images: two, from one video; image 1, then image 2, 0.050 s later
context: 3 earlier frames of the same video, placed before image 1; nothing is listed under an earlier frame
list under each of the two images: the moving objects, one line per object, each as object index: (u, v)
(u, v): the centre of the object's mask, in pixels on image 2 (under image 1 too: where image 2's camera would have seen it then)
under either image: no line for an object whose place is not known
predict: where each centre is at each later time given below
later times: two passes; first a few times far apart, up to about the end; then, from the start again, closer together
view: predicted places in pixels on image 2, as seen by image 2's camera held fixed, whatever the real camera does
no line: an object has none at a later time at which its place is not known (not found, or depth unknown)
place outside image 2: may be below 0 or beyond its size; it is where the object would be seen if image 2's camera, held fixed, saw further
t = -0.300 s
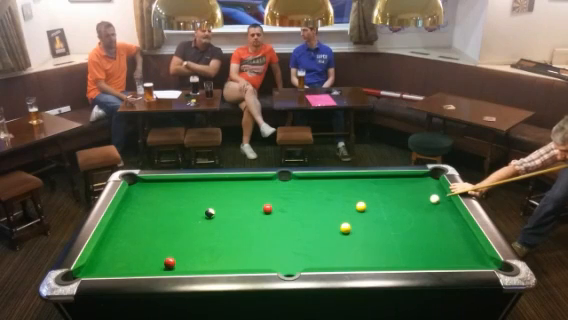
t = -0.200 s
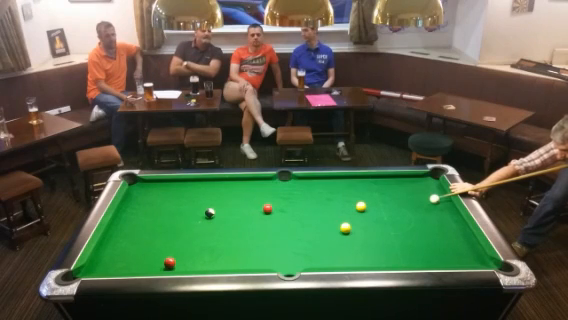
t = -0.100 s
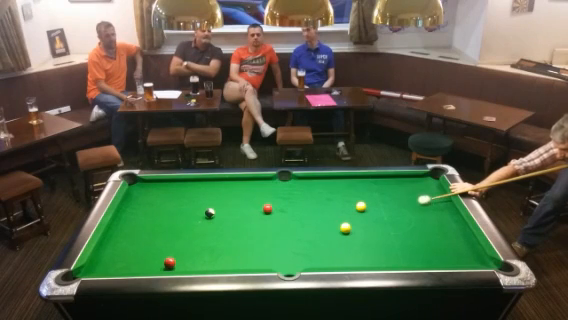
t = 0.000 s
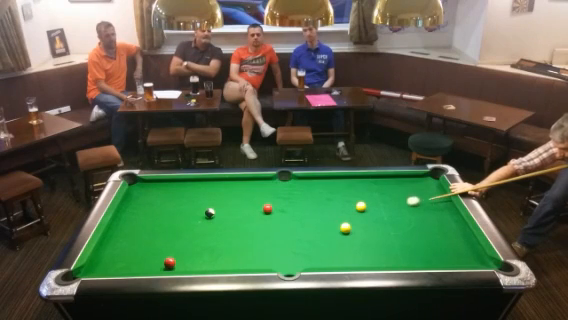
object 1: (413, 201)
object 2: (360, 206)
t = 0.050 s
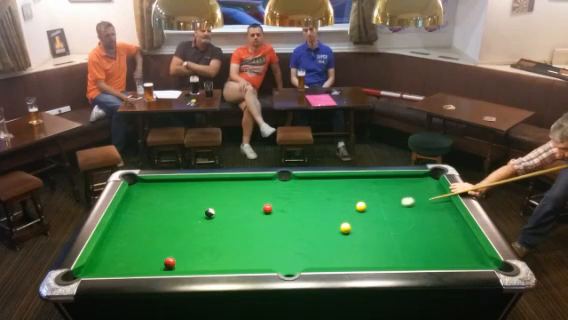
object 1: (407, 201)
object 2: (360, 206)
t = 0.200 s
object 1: (391, 203)
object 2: (361, 206)
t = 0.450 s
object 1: (369, 206)
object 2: (358, 206)
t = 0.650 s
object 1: (366, 206)
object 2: (345, 208)
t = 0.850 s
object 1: (364, 206)
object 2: (334, 209)
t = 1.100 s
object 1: (361, 206)
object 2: (320, 210)
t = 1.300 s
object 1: (360, 206)
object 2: (310, 211)
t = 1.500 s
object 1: (359, 206)
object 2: (300, 212)
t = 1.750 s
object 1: (359, 206)
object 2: (289, 213)
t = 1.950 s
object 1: (359, 206)
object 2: (280, 214)
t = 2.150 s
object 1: (359, 206)
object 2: (272, 215)
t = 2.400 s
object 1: (359, 206)
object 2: (263, 216)
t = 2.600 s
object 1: (359, 206)
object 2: (256, 217)
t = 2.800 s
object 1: (359, 206)
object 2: (250, 217)
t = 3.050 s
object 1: (359, 206)
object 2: (243, 218)
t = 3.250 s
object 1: (359, 206)
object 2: (238, 219)
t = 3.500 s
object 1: (359, 206)
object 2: (233, 219)
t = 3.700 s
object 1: (359, 206)
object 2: (229, 220)
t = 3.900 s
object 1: (359, 206)
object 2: (226, 220)
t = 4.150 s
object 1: (359, 206)
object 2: (223, 220)
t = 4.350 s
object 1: (359, 206)
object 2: (222, 220)
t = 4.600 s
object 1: (359, 206)
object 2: (221, 219)
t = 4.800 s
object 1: (359, 206)
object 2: (221, 219)
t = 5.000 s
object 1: (359, 206)
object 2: (221, 219)
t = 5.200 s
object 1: (359, 207)
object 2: (221, 219)
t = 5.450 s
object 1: (359, 207)
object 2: (221, 219)
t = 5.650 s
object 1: (359, 207)
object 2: (221, 219)
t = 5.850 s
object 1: (359, 207)
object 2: (221, 219)
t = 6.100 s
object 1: (359, 206)
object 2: (221, 219)
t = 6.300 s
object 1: (359, 207)
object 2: (221, 219)
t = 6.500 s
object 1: (359, 206)
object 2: (221, 219)
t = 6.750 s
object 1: (359, 206)
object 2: (221, 219)
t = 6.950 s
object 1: (359, 206)
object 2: (221, 219)
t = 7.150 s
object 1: (359, 206)
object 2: (221, 219)
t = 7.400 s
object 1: (359, 207)
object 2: (221, 219)
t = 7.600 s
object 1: (359, 207)
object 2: (221, 219)
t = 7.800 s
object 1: (359, 207)
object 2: (221, 219)
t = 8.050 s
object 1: (359, 207)
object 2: (221, 219)
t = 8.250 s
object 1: (359, 207)
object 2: (221, 219)
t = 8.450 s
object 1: (359, 207)
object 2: (221, 219)
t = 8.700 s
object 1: (359, 206)
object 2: (221, 219)
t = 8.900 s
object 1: (359, 207)
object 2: (221, 219)
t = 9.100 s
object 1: (359, 206)
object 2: (221, 219)
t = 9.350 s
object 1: (359, 206)
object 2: (221, 219)
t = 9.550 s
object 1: (359, 206)
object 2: (221, 219)
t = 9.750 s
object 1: (359, 206)
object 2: (221, 219)
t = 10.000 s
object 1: (359, 206)
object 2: (221, 219)
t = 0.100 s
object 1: (402, 202)
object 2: (361, 206)
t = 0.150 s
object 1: (397, 202)
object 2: (360, 206)
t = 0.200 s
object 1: (391, 203)
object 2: (361, 206)
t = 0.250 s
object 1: (386, 203)
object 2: (361, 206)
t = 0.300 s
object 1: (381, 204)
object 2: (360, 206)
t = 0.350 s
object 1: (376, 205)
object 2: (360, 206)
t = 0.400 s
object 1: (371, 205)
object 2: (360, 206)
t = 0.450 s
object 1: (369, 206)
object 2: (358, 206)
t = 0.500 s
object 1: (369, 206)
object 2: (354, 207)
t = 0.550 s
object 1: (368, 206)
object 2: (351, 207)
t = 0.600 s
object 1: (367, 206)
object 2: (348, 207)
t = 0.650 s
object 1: (366, 206)
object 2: (345, 208)
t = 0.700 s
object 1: (366, 206)
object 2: (342, 208)
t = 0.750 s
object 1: (365, 206)
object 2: (339, 208)
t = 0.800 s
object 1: (364, 206)
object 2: (336, 208)
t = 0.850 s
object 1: (364, 206)
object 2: (334, 209)
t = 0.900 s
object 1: (363, 206)
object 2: (331, 209)
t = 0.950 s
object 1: (363, 206)
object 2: (328, 209)
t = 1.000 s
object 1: (362, 206)
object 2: (325, 210)
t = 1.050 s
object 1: (362, 206)
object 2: (323, 210)
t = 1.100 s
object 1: (361, 206)
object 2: (320, 210)
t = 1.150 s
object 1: (361, 206)
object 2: (318, 210)
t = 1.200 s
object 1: (360, 207)
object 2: (315, 211)
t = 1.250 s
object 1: (360, 207)
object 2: (312, 211)
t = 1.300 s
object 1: (360, 206)
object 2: (310, 211)
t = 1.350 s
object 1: (360, 207)
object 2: (307, 211)
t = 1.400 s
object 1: (359, 207)
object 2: (305, 212)
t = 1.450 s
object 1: (359, 207)
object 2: (302, 212)
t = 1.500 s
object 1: (359, 206)
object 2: (300, 212)
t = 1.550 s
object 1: (359, 206)
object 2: (298, 213)
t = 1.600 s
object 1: (359, 206)
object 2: (295, 213)
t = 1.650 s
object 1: (359, 207)
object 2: (293, 213)
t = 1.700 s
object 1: (359, 206)
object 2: (291, 213)
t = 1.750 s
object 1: (359, 206)
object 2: (289, 213)
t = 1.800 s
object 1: (359, 206)
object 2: (286, 214)
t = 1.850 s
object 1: (359, 206)
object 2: (284, 214)
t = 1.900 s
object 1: (359, 206)
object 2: (282, 214)
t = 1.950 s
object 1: (359, 206)
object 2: (280, 214)
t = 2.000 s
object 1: (359, 207)
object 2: (278, 214)
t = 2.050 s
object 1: (359, 207)
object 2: (276, 215)
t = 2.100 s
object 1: (359, 206)
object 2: (274, 215)
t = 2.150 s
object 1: (359, 206)
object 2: (272, 215)
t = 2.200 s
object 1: (359, 207)
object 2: (270, 216)
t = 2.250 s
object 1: (359, 207)
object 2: (268, 216)
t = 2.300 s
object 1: (359, 206)
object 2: (267, 216)
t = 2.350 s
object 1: (359, 206)
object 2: (265, 216)
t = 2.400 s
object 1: (359, 206)
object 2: (263, 216)
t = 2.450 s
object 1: (359, 207)
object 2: (261, 216)
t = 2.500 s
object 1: (359, 206)
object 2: (259, 216)
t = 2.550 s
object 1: (359, 206)
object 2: (258, 217)
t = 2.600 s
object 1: (359, 206)
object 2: (256, 217)
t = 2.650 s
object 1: (359, 206)
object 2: (255, 217)
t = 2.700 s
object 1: (359, 206)
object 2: (253, 217)
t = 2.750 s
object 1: (359, 206)
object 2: (252, 217)
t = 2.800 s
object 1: (359, 206)
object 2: (250, 217)
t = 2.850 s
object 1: (359, 206)
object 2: (249, 217)
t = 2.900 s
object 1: (359, 206)
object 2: (247, 218)
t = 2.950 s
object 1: (359, 206)
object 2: (246, 218)
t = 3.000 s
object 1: (359, 206)
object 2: (244, 218)
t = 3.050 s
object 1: (359, 206)
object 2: (243, 218)
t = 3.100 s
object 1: (359, 206)
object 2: (242, 218)
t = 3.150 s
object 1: (359, 206)
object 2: (240, 218)
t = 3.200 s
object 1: (359, 206)
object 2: (239, 218)
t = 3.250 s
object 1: (359, 206)
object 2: (238, 219)
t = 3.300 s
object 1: (359, 206)
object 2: (237, 219)
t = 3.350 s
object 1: (359, 206)
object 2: (236, 219)
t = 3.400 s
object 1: (359, 206)
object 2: (235, 219)
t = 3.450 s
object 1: (359, 206)
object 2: (234, 219)
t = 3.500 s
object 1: (359, 206)
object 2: (233, 219)
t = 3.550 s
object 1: (359, 206)
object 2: (232, 220)
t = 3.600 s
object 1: (359, 206)
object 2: (231, 220)
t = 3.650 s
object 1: (359, 206)
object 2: (230, 220)
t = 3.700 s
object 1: (359, 206)
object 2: (229, 220)
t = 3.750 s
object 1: (359, 206)
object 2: (229, 220)
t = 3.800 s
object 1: (359, 206)
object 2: (228, 220)
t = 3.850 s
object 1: (359, 206)
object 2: (227, 220)
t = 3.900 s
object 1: (359, 206)
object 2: (226, 220)
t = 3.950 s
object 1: (359, 206)
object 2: (226, 220)
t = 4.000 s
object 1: (359, 206)
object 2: (225, 220)
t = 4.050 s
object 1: (359, 206)
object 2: (224, 220)
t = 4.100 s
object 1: (359, 206)
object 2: (224, 220)
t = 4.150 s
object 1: (359, 206)
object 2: (223, 220)
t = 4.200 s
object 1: (359, 206)
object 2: (223, 220)
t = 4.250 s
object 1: (359, 206)
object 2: (222, 220)
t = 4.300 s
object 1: (359, 206)
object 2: (222, 220)
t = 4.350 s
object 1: (359, 206)
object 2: (222, 220)
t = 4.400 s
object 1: (359, 206)
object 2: (222, 220)
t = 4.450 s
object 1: (359, 206)
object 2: (221, 220)
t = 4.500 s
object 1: (359, 206)
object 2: (221, 220)
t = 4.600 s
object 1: (359, 206)
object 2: (221, 219)
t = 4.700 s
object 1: (359, 206)
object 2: (221, 219)
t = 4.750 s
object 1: (359, 206)
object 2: (221, 219)
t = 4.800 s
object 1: (359, 206)
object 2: (221, 219)
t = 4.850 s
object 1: (359, 206)
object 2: (221, 219)
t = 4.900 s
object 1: (359, 206)
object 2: (221, 219)
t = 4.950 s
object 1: (359, 206)
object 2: (221, 219)
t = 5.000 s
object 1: (359, 206)
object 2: (221, 219)
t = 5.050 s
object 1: (359, 207)
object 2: (221, 219)
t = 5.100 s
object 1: (359, 207)
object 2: (221, 219)
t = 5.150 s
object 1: (359, 207)
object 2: (221, 219)
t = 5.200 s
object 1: (359, 207)
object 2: (221, 219)
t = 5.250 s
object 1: (359, 207)
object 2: (221, 219)
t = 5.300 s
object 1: (359, 207)
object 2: (221, 219)
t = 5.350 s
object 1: (359, 207)
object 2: (221, 219)
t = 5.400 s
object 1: (359, 207)
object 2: (221, 219)
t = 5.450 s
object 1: (359, 207)
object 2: (221, 219)
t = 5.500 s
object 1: (359, 207)
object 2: (221, 219)
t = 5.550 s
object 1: (359, 206)
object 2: (221, 219)
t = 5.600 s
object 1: (359, 207)
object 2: (221, 219)
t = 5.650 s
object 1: (359, 207)
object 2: (221, 219)
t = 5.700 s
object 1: (359, 207)
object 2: (221, 219)
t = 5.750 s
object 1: (359, 207)
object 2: (221, 219)
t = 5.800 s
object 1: (359, 207)
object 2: (221, 219)
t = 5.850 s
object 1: (359, 207)
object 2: (221, 219)
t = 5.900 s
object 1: (359, 207)
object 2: (221, 219)
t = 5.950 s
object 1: (359, 207)
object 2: (221, 219)
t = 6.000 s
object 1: (359, 207)
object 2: (221, 219)
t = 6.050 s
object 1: (359, 206)
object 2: (221, 219)
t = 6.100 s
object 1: (359, 206)
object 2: (221, 219)
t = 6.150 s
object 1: (359, 207)
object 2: (221, 219)
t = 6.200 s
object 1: (359, 207)
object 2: (221, 219)
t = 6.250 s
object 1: (359, 207)
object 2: (221, 219)
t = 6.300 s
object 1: (359, 207)
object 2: (221, 219)
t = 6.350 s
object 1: (359, 207)
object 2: (221, 219)
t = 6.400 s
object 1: (359, 207)
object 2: (221, 219)
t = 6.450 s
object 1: (359, 207)
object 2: (221, 219)
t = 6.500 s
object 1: (359, 206)
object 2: (221, 219)
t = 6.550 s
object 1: (359, 206)
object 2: (221, 219)
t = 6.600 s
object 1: (359, 206)
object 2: (221, 219)
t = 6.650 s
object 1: (359, 206)
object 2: (221, 219)
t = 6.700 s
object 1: (359, 206)
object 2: (221, 219)
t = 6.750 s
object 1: (359, 206)
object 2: (221, 219)
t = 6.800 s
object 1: (359, 206)
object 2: (221, 219)
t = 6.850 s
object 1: (359, 206)
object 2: (221, 219)
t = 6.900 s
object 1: (359, 206)
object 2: (221, 219)
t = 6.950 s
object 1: (359, 206)
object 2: (221, 219)
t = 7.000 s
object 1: (359, 206)
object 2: (221, 219)
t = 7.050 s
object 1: (359, 206)
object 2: (221, 219)
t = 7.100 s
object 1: (359, 206)
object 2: (221, 219)
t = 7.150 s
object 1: (359, 206)
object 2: (221, 219)
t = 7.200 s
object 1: (359, 206)
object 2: (221, 219)
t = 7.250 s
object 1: (359, 206)
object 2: (221, 219)
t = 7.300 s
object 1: (359, 206)
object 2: (221, 219)
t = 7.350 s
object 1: (359, 207)
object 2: (221, 219)
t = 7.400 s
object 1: (359, 207)
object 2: (221, 219)
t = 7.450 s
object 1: (359, 207)
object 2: (221, 219)
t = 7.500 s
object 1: (359, 207)
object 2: (221, 219)
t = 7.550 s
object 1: (359, 207)
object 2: (221, 219)
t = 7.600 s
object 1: (359, 207)
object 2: (221, 219)
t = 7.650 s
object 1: (359, 207)
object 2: (221, 219)
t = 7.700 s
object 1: (359, 207)
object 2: (221, 219)
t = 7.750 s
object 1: (359, 207)
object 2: (221, 219)
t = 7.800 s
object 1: (359, 207)
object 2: (221, 219)
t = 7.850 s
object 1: (359, 207)
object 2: (221, 219)
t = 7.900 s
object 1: (359, 207)
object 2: (221, 219)
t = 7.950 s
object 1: (359, 207)
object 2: (221, 219)
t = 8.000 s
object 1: (359, 207)
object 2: (221, 219)
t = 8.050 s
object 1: (359, 207)
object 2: (221, 219)
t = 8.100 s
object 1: (359, 207)
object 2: (221, 219)
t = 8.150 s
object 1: (359, 207)
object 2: (221, 219)
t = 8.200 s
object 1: (359, 207)
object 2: (221, 219)
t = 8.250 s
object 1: (359, 207)
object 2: (221, 219)
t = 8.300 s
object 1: (359, 207)
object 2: (221, 219)
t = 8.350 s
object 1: (359, 207)
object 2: (221, 219)
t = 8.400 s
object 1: (359, 207)
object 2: (221, 219)
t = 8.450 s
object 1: (359, 207)
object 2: (221, 219)
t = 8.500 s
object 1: (359, 207)
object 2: (221, 219)
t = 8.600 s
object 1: (359, 207)
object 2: (221, 219)
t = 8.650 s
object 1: (359, 207)
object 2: (221, 219)
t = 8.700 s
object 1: (359, 206)
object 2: (221, 219)
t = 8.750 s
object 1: (359, 207)
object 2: (221, 219)
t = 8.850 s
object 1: (359, 206)
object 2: (221, 219)
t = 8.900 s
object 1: (359, 207)
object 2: (221, 219)
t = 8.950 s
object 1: (359, 207)
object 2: (221, 219)
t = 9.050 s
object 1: (359, 206)
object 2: (221, 219)
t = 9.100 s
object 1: (359, 206)
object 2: (221, 219)
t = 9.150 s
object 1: (359, 206)
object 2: (221, 219)
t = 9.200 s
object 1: (359, 206)
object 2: (221, 219)
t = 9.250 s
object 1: (359, 206)
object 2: (221, 219)
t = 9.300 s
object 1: (359, 206)
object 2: (221, 219)
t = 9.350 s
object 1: (359, 206)
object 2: (221, 219)
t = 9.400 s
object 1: (359, 206)
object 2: (221, 219)
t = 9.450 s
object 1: (359, 206)
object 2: (221, 219)
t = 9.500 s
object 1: (359, 206)
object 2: (221, 219)
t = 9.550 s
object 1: (359, 206)
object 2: (221, 219)
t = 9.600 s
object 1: (359, 206)
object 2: (221, 219)
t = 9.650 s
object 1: (359, 206)
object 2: (221, 219)
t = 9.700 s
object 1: (359, 206)
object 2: (221, 219)
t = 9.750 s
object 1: (359, 206)
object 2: (221, 219)
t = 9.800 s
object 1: (359, 206)
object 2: (221, 219)
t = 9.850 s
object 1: (359, 206)
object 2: (221, 219)
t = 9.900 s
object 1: (359, 206)
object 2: (221, 219)
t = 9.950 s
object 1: (359, 206)
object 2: (221, 219)
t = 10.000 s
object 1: (359, 206)
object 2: (221, 219)
